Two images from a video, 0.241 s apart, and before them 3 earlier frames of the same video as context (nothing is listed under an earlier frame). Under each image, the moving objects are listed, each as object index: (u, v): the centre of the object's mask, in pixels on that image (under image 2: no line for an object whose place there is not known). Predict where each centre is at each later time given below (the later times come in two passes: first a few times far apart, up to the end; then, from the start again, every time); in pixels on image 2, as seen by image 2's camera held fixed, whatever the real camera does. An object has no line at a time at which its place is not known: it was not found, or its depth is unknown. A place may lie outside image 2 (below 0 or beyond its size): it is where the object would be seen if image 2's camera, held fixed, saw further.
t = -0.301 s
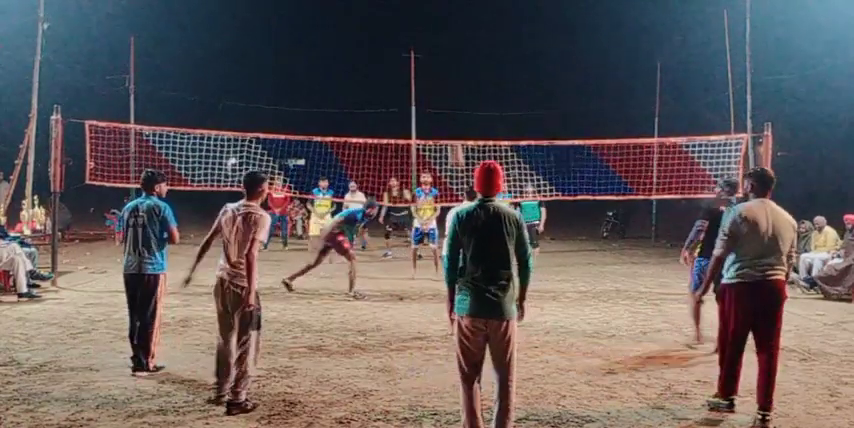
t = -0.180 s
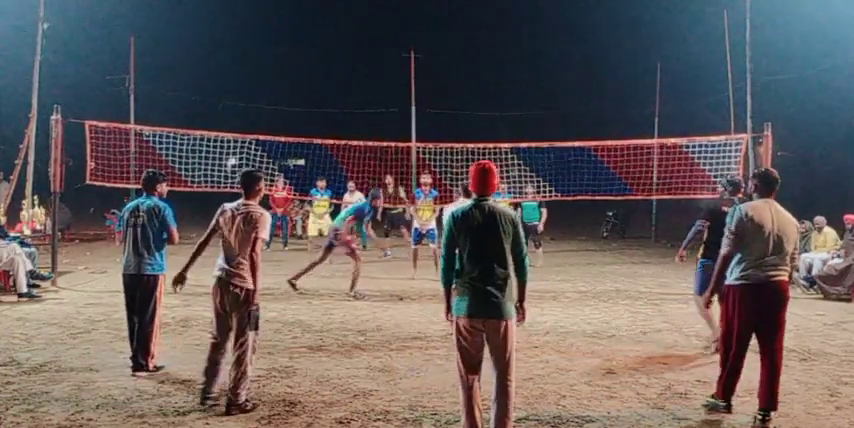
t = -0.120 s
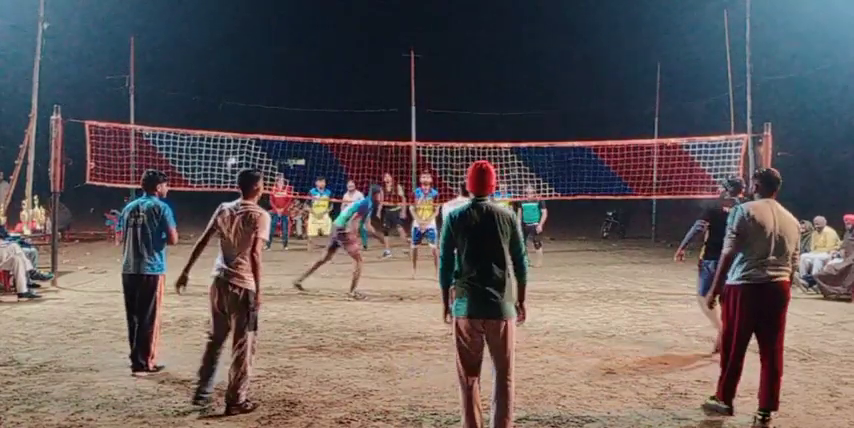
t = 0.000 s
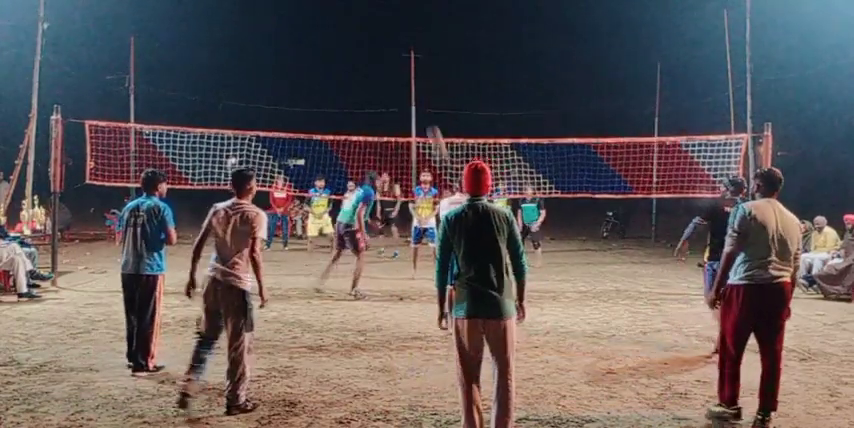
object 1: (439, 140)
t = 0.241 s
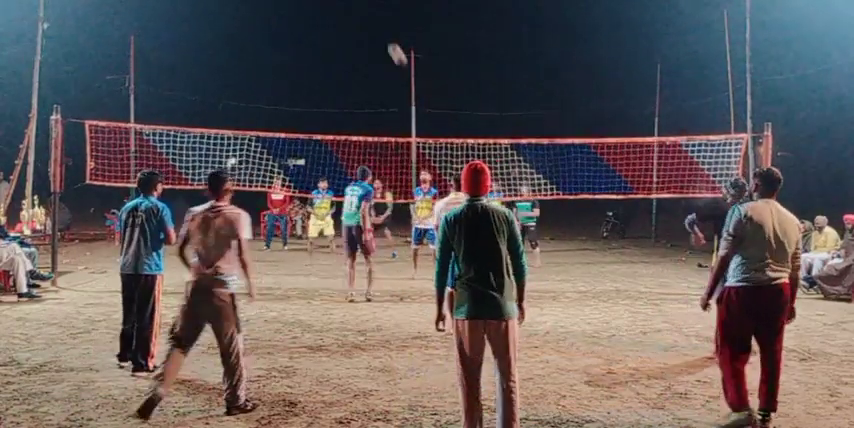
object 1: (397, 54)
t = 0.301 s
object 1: (389, 41)
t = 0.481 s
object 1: (365, 21)
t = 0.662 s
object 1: (344, 23)
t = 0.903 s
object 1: (321, 51)
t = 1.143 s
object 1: (302, 102)
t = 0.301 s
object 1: (389, 41)
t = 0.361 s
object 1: (380, 32)
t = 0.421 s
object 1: (372, 25)
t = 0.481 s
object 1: (365, 21)
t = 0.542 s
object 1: (358, 19)
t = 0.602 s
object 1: (351, 20)
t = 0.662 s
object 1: (344, 23)
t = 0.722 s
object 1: (338, 28)
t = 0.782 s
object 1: (332, 34)
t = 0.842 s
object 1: (326, 42)
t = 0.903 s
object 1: (321, 51)
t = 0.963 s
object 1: (316, 62)
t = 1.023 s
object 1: (311, 74)
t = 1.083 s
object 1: (306, 87)
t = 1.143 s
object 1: (302, 102)
